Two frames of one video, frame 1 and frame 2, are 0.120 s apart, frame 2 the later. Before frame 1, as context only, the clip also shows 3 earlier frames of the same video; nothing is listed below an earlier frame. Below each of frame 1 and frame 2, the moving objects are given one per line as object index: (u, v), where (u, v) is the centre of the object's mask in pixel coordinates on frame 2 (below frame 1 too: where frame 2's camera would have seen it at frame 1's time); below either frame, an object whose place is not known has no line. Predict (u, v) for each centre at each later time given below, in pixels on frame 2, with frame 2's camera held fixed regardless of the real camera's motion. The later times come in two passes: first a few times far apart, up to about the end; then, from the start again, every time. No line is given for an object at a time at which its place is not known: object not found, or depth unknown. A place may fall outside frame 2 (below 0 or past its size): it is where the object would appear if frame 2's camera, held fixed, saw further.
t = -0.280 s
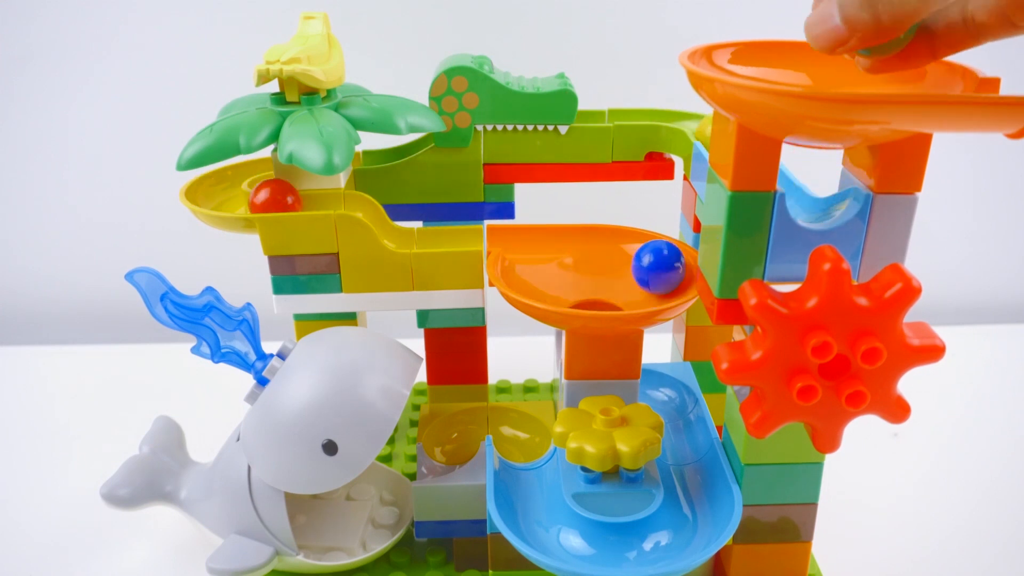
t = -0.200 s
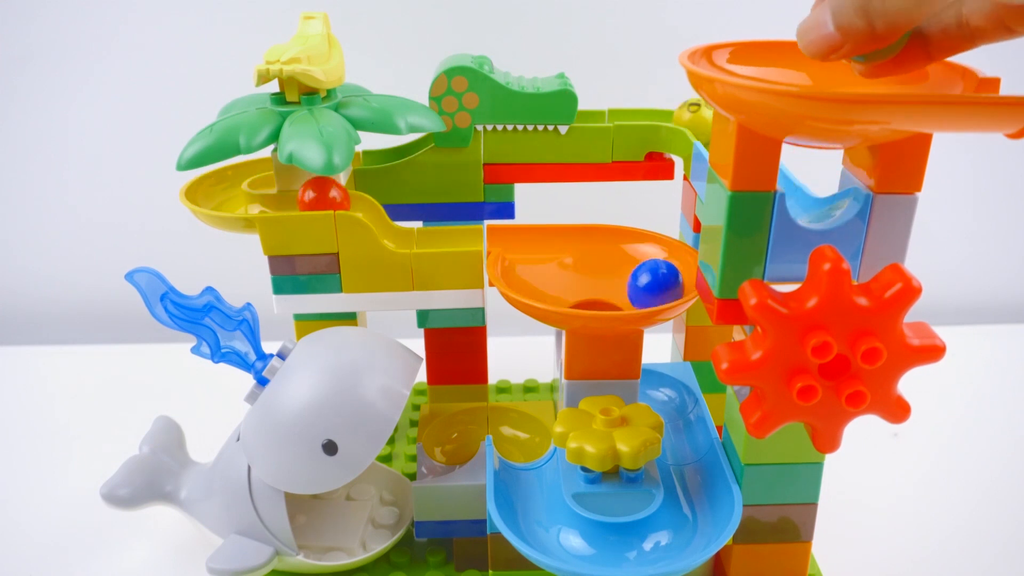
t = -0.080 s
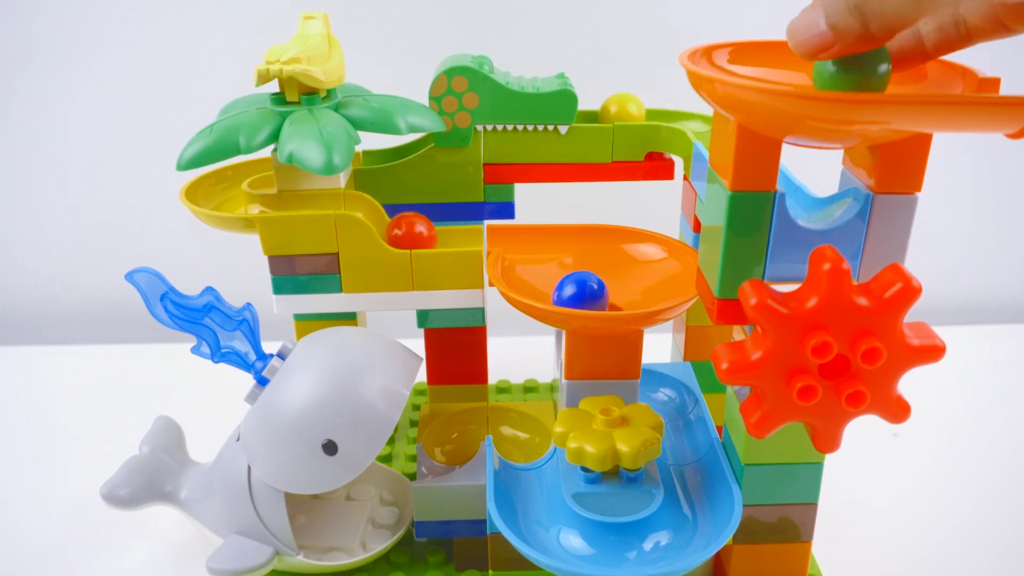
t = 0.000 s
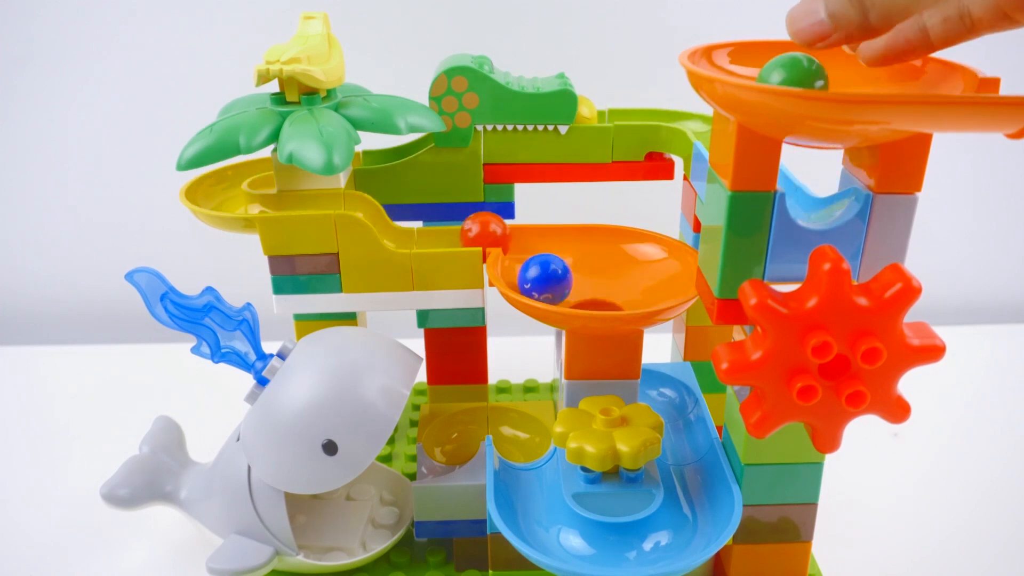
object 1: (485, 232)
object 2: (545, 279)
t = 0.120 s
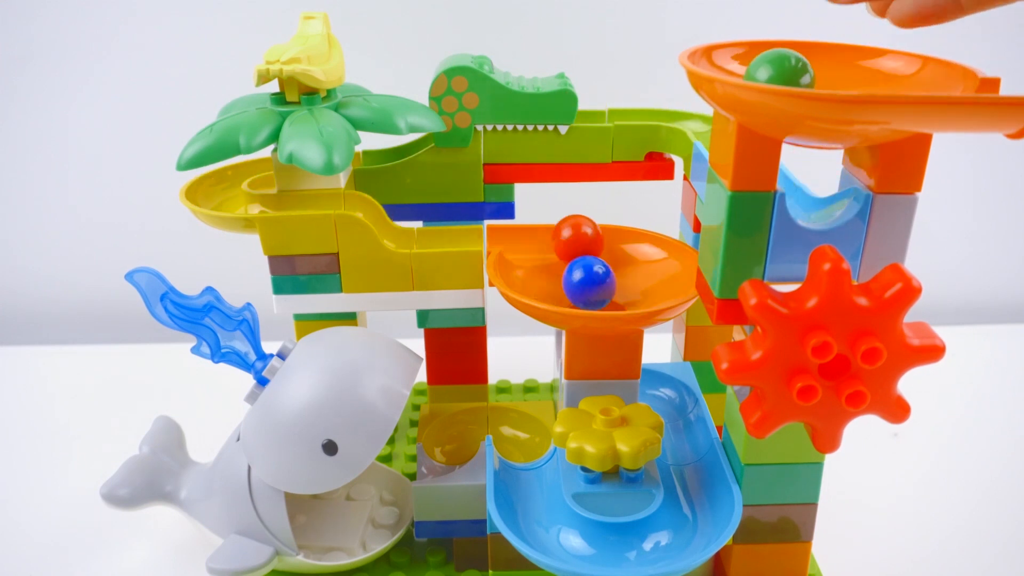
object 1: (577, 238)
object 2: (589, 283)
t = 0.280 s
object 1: (672, 273)
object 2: (622, 292)
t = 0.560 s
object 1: (562, 284)
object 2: (571, 250)
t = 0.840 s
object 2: (635, 291)
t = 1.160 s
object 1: (685, 442)
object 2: (588, 262)
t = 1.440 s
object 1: (698, 491)
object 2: (607, 294)
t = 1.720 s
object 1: (684, 525)
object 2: (596, 265)
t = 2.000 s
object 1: (652, 539)
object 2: (598, 293)
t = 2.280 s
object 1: (613, 543)
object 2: (605, 266)
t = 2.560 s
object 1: (586, 540)
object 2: (596, 293)
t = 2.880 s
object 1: (584, 539)
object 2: (616, 263)
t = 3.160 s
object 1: (599, 542)
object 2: (580, 290)
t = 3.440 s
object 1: (621, 543)
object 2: (616, 263)
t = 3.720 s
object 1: (637, 542)
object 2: (584, 291)
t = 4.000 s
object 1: (643, 541)
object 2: (616, 262)
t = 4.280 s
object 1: (639, 542)
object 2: (588, 292)
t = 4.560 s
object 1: (636, 543)
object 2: (615, 262)
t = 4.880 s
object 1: (632, 543)
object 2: (574, 290)
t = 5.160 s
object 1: (632, 543)
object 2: (628, 264)
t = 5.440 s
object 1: (632, 543)
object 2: (607, 293)
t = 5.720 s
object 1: (632, 543)
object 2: (577, 260)
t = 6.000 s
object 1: (599, 542)
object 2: (623, 291)
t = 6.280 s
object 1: (549, 525)
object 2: (574, 276)
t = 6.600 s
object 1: (526, 476)
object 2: (613, 293)
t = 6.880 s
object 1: (522, 431)
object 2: (584, 273)
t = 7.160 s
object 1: (448, 447)
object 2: (618, 291)
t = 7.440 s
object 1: (366, 509)
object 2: (583, 278)
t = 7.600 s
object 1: (315, 513)
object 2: (628, 270)
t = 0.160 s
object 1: (610, 247)
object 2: (612, 289)
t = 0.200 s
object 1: (645, 261)
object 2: (619, 291)
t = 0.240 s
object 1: (667, 271)
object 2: (624, 292)
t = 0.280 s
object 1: (672, 273)
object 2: (622, 292)
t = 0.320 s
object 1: (666, 280)
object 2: (611, 293)
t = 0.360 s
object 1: (649, 287)
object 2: (593, 293)
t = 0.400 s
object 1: (628, 292)
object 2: (576, 289)
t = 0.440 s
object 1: (605, 294)
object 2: (561, 282)
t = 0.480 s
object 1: (586, 292)
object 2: (554, 269)
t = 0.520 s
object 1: (571, 288)
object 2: (558, 256)
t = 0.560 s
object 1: (562, 284)
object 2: (571, 250)
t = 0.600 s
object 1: (560, 281)
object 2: (588, 252)
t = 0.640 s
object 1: (564, 280)
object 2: (604, 260)
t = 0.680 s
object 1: (571, 281)
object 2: (621, 268)
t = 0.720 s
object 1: (582, 283)
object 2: (637, 277)
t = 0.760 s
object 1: (594, 294)
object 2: (646, 283)
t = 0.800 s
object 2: (646, 287)
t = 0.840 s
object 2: (635, 291)
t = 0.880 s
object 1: (653, 376)
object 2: (617, 293)
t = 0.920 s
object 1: (664, 390)
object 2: (596, 293)
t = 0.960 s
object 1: (671, 400)
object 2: (576, 290)
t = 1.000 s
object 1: (676, 408)
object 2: (562, 285)
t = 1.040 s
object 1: (678, 415)
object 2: (556, 277)
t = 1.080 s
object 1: (681, 425)
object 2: (560, 268)
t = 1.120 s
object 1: (684, 433)
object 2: (571, 262)
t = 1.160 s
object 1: (685, 442)
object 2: (588, 262)
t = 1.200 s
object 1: (687, 450)
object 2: (607, 266)
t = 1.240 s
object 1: (688, 457)
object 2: (620, 263)
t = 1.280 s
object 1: (690, 464)
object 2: (644, 277)
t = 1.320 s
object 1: (692, 470)
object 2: (643, 285)
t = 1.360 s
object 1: (694, 478)
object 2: (639, 289)
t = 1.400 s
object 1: (697, 485)
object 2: (625, 292)
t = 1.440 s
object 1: (698, 491)
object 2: (607, 294)
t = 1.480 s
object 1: (700, 497)
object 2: (588, 292)
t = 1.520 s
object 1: (699, 503)
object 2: (572, 289)
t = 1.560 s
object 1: (698, 509)
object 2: (561, 283)
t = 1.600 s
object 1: (695, 514)
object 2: (559, 275)
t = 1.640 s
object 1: (692, 518)
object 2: (565, 267)
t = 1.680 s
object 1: (689, 522)
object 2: (578, 264)
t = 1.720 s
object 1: (684, 525)
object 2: (596, 265)
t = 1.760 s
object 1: (680, 528)
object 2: (611, 267)
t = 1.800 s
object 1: (676, 531)
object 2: (627, 263)
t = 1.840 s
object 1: (671, 533)
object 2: (644, 280)
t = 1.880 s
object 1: (666, 535)
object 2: (641, 287)
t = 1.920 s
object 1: (661, 537)
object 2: (633, 290)
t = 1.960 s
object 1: (657, 538)
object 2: (617, 293)
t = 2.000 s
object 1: (652, 539)
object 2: (598, 293)
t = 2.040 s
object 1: (647, 541)
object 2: (581, 291)
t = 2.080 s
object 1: (642, 542)
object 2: (567, 286)
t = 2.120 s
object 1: (636, 543)
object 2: (560, 280)
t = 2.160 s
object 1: (630, 543)
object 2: (562, 273)
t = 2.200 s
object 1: (624, 543)
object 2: (571, 267)
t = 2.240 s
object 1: (619, 543)
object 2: (583, 260)
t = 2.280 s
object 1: (613, 543)
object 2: (605, 266)
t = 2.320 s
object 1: (608, 543)
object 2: (615, 265)
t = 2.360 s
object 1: (603, 543)
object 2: (640, 269)
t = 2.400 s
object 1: (599, 542)
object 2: (642, 283)
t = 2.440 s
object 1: (595, 541)
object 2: (639, 287)
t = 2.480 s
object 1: (591, 541)
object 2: (629, 291)
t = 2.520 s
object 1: (588, 540)
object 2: (614, 293)
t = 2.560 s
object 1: (586, 540)
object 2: (596, 293)
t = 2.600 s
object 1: (584, 539)
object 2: (579, 290)
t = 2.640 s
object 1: (583, 539)
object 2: (566, 286)
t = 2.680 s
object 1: (582, 539)
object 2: (560, 280)
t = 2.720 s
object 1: (581, 538)
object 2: (562, 273)
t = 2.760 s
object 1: (581, 538)
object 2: (571, 268)
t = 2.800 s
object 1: (582, 539)
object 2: (583, 261)
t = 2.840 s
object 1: (583, 539)
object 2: (602, 266)
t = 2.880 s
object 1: (584, 539)
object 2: (616, 263)
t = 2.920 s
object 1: (585, 539)
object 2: (637, 274)
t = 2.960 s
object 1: (587, 540)
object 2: (640, 284)
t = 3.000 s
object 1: (589, 540)
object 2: (639, 287)
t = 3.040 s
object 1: (591, 541)
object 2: (629, 290)
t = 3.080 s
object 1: (594, 541)
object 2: (614, 293)
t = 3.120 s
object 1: (596, 542)
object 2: (597, 293)
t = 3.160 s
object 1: (599, 542)
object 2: (580, 290)
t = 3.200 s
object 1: (602, 543)
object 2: (567, 286)
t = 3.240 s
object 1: (605, 543)
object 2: (561, 282)
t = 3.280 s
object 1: (608, 543)
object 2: (562, 276)
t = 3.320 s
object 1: (611, 543)
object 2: (570, 270)
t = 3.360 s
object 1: (614, 543)
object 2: (583, 261)
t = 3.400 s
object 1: (618, 543)
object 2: (599, 264)
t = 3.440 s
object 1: (621, 543)
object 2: (616, 263)
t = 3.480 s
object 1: (624, 543)
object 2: (633, 275)
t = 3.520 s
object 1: (627, 543)
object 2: (637, 283)
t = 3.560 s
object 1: (629, 543)
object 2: (637, 287)
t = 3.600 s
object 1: (631, 543)
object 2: (629, 290)
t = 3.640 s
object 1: (633, 543)
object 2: (616, 292)
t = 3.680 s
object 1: (635, 543)
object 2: (599, 293)
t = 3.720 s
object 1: (637, 542)
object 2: (584, 291)
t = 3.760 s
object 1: (639, 542)
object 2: (573, 287)
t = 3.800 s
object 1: (640, 542)
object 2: (567, 282)
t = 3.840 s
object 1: (641, 542)
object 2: (567, 275)
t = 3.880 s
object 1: (642, 542)
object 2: (572, 263)
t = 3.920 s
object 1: (642, 542)
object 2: (590, 262)
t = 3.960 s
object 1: (643, 541)
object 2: (599, 263)
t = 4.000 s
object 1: (643, 541)
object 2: (616, 262)
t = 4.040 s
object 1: (643, 541)
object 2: (628, 275)
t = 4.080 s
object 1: (642, 541)
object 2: (632, 283)
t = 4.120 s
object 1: (642, 542)
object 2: (632, 288)
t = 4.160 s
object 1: (641, 542)
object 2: (626, 290)
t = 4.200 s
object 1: (641, 542)
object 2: (615, 292)
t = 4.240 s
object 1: (640, 542)
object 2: (601, 293)
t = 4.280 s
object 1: (639, 542)
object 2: (588, 292)
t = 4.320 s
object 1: (639, 542)
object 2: (576, 289)
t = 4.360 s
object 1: (638, 542)
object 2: (566, 284)
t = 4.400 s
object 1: (638, 542)
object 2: (561, 275)
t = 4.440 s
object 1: (637, 542)
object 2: (574, 262)
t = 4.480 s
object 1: (636, 543)
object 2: (589, 266)
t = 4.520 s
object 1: (636, 543)
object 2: (597, 263)
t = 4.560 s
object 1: (636, 543)
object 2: (615, 262)
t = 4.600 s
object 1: (635, 543)
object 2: (628, 272)
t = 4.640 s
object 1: (635, 543)
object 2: (636, 278)
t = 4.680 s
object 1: (635, 543)
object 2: (638, 284)
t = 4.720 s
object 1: (634, 543)
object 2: (633, 288)
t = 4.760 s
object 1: (633, 543)
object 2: (622, 292)
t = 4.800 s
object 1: (633, 543)
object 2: (607, 293)
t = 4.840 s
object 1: (632, 543)
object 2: (589, 293)
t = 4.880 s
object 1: (632, 543)
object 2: (574, 290)
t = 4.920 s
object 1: (631, 543)
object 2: (563, 287)
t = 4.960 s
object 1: (631, 543)
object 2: (558, 282)
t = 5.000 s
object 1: (632, 543)
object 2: (558, 274)
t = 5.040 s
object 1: (632, 543)
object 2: (574, 261)
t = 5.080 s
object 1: (632, 543)
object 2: (593, 259)
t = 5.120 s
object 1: (632, 543)
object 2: (608, 258)
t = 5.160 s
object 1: (632, 543)
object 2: (628, 264)
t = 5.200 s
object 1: (632, 543)
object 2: (637, 273)
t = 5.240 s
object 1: (632, 543)
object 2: (640, 281)
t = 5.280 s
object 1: (632, 543)
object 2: (640, 285)
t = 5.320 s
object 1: (632, 543)
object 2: (639, 287)
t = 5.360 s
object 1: (632, 543)
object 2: (635, 289)
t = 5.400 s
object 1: (632, 543)
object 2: (624, 291)
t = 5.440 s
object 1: (632, 543)
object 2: (607, 293)
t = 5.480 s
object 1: (632, 543)
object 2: (589, 292)
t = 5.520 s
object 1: (632, 543)
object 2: (574, 289)
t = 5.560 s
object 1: (632, 543)
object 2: (561, 285)
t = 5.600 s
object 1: (632, 543)
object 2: (554, 280)
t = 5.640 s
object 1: (632, 543)
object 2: (553, 275)
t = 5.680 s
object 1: (632, 543)
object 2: (560, 268)
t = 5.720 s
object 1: (632, 543)
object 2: (577, 260)
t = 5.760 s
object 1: (632, 543)
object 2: (601, 261)
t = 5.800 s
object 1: (632, 543)
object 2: (620, 264)
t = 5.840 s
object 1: (632, 543)
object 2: (633, 267)
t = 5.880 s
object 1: (632, 543)
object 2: (643, 269)
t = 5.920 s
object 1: (619, 543)
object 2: (644, 278)
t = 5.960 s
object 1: (609, 543)
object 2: (638, 286)
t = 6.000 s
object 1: (599, 542)
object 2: (623, 291)
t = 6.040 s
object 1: (590, 540)
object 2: (605, 293)
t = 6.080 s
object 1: (581, 538)
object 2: (586, 292)
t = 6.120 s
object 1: (573, 536)
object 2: (571, 290)
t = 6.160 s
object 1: (567, 533)
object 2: (561, 287)
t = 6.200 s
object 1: (560, 531)
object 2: (558, 284)
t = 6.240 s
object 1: (555, 528)
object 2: (563, 281)
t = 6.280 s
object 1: (549, 525)
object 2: (574, 276)
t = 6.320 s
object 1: (545, 521)
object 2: (590, 271)
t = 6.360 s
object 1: (540, 517)
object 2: (607, 267)
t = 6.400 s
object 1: (536, 513)
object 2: (622, 266)
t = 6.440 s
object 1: (531, 507)
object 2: (633, 268)
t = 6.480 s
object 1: (526, 501)
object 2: (639, 275)
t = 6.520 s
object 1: (525, 492)
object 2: (637, 284)
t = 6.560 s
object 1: (524, 484)
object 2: (628, 289)
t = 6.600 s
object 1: (526, 476)
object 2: (613, 293)
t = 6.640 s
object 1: (525, 468)
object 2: (597, 293)
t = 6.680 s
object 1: (526, 461)
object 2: (582, 292)
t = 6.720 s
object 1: (525, 453)
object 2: (571, 290)
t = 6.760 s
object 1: (525, 446)
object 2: (565, 287)
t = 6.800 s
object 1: (523, 439)
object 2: (566, 284)
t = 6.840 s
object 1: (523, 434)
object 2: (573, 280)
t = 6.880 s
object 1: (522, 431)
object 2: (584, 273)
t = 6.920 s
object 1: (521, 435)
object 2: (598, 268)
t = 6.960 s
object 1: (520, 424)
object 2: (611, 265)
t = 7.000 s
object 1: (496, 418)
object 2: (622, 266)
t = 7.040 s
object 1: (469, 423)
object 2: (629, 272)
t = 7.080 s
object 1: (453, 435)
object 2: (631, 281)
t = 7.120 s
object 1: (450, 442)
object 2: (627, 288)
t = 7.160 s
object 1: (448, 447)
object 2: (618, 291)
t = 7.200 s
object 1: (441, 453)
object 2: (606, 293)
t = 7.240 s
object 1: (433, 456)
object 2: (593, 293)
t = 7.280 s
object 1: (422, 460)
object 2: (582, 292)
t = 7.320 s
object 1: (411, 462)
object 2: (575, 290)
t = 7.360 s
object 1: (398, 469)
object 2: (571, 288)
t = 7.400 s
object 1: (381, 496)
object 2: (574, 284)
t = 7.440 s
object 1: (366, 509)
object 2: (583, 278)
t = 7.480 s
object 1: (352, 510)
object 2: (596, 272)
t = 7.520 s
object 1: (340, 511)
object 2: (609, 267)
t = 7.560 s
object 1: (327, 512)
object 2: (621, 266)
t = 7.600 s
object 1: (315, 513)
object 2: (628, 270)
